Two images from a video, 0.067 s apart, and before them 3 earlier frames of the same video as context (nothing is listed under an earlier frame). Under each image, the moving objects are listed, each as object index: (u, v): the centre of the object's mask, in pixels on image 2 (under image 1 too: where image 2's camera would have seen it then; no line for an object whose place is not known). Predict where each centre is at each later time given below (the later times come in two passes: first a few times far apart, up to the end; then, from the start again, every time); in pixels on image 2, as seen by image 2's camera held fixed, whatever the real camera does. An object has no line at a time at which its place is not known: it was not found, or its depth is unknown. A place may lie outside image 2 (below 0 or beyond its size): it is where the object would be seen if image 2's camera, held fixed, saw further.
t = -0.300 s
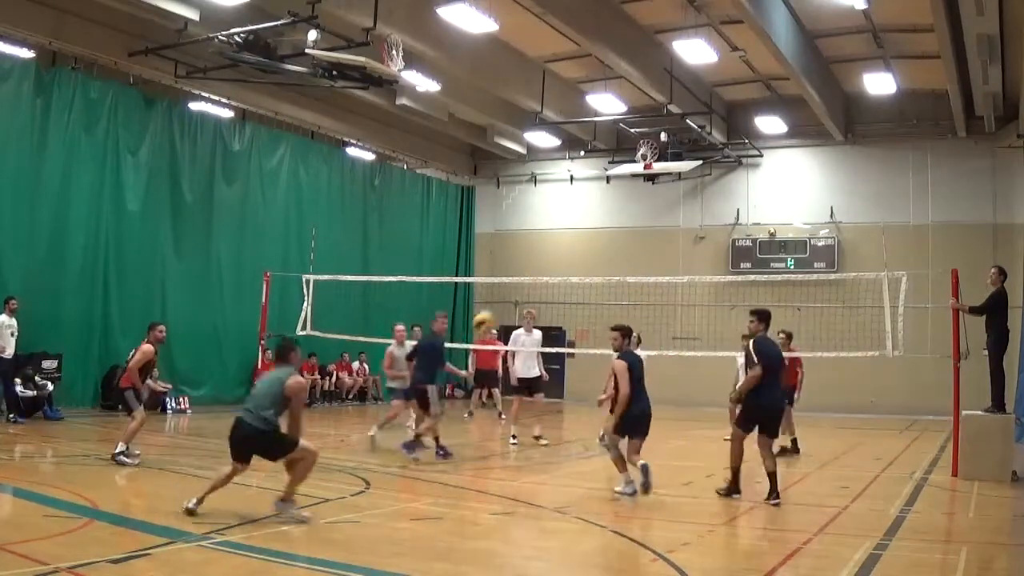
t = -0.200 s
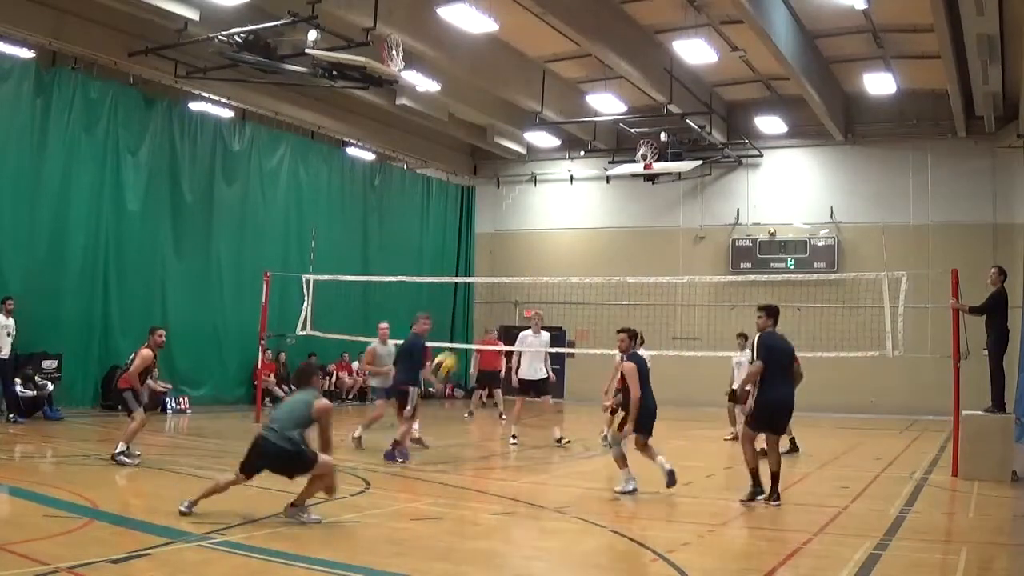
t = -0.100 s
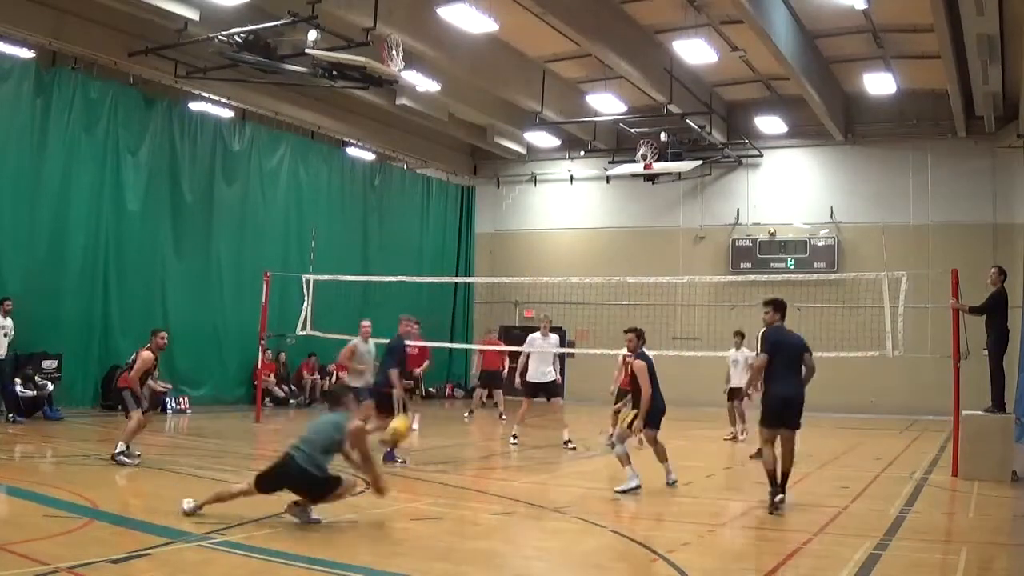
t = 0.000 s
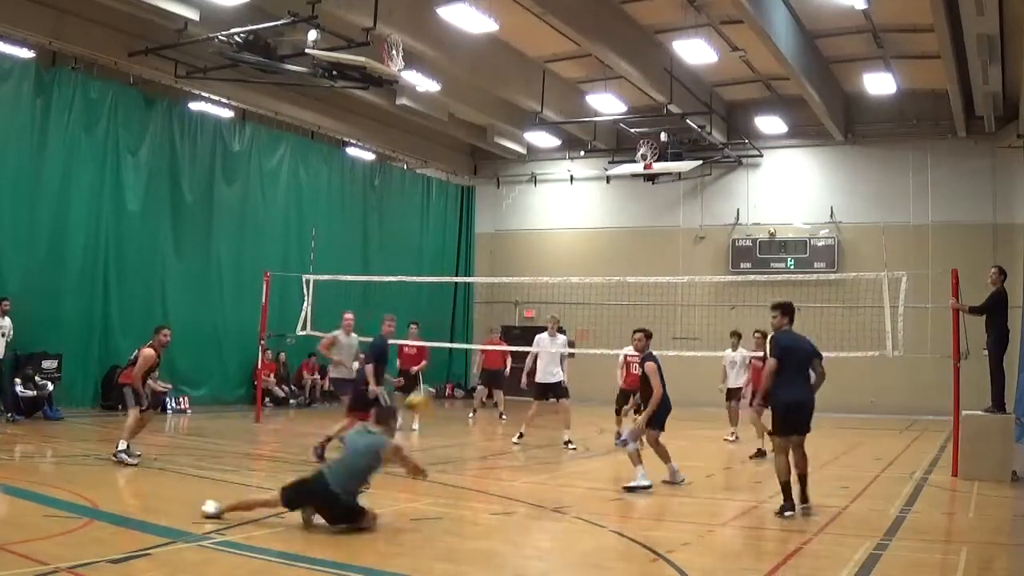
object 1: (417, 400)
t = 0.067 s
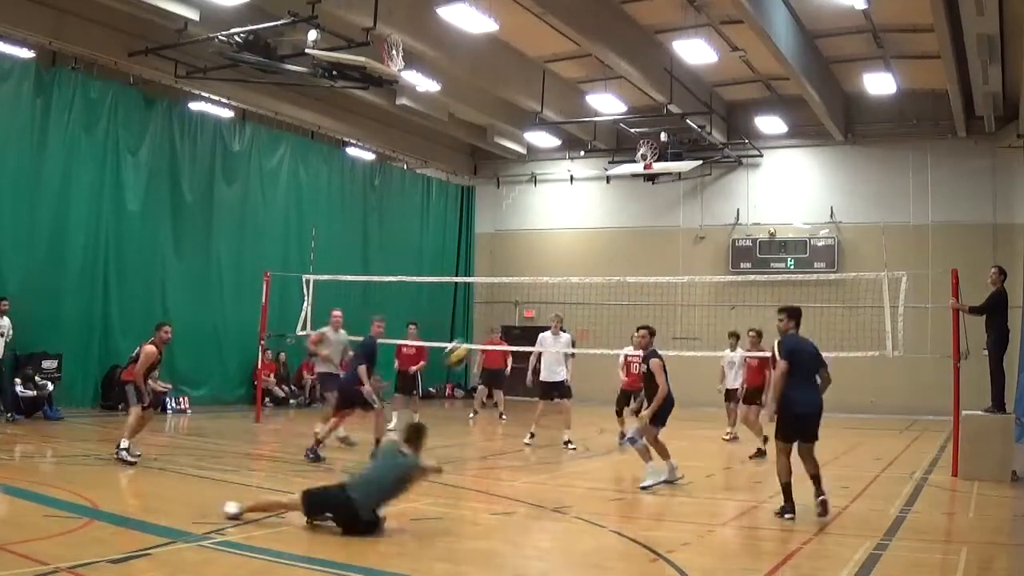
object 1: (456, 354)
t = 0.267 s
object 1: (558, 252)
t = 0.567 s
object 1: (683, 191)
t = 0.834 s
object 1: (774, 218)
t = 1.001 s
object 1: (823, 264)
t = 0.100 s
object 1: (475, 331)
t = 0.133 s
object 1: (494, 310)
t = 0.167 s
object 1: (510, 294)
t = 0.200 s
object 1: (525, 280)
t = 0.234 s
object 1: (542, 264)
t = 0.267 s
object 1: (558, 252)
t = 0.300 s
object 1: (573, 240)
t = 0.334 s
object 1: (588, 230)
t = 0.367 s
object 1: (602, 220)
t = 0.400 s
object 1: (617, 212)
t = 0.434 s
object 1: (630, 206)
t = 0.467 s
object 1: (644, 201)
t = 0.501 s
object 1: (657, 196)
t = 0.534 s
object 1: (670, 192)
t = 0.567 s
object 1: (683, 191)
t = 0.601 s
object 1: (694, 191)
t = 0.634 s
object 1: (706, 192)
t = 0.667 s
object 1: (718, 193)
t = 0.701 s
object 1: (730, 197)
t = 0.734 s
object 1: (741, 201)
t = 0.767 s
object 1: (752, 205)
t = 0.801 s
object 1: (763, 211)
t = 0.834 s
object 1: (774, 218)
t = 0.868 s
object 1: (784, 226)
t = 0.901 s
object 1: (795, 235)
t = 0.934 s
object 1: (802, 244)
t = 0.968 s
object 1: (814, 253)
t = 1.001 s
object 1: (823, 264)
